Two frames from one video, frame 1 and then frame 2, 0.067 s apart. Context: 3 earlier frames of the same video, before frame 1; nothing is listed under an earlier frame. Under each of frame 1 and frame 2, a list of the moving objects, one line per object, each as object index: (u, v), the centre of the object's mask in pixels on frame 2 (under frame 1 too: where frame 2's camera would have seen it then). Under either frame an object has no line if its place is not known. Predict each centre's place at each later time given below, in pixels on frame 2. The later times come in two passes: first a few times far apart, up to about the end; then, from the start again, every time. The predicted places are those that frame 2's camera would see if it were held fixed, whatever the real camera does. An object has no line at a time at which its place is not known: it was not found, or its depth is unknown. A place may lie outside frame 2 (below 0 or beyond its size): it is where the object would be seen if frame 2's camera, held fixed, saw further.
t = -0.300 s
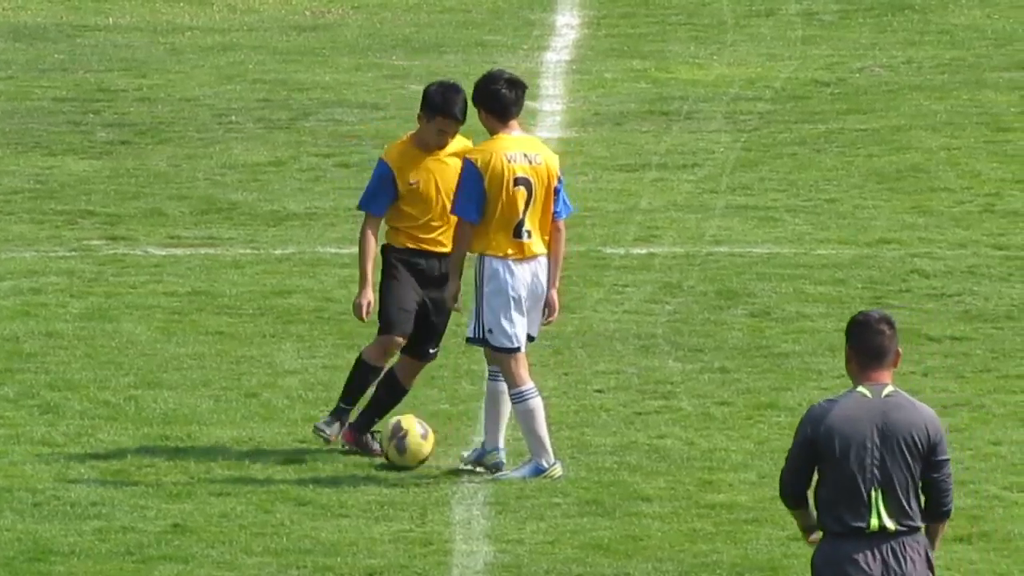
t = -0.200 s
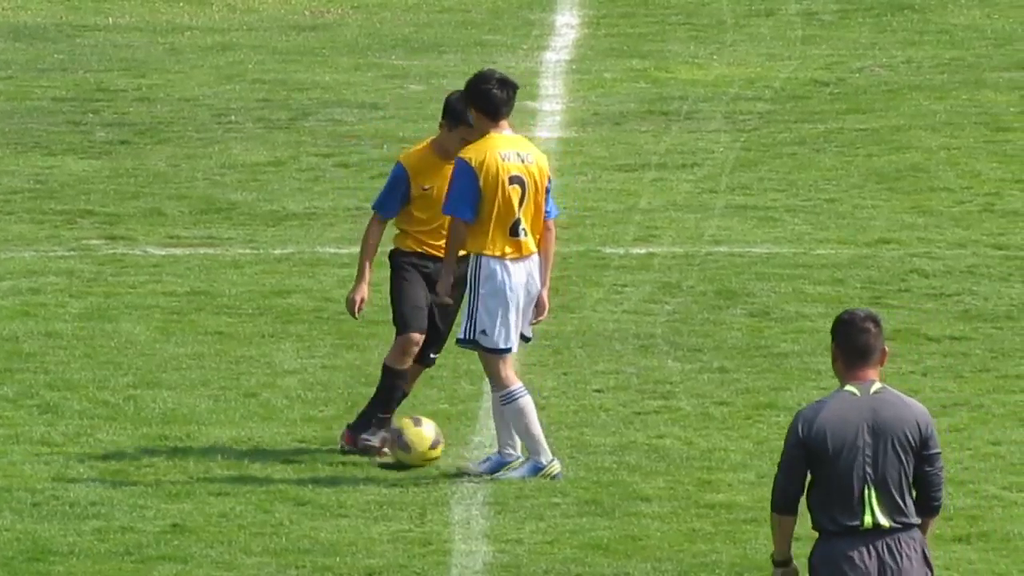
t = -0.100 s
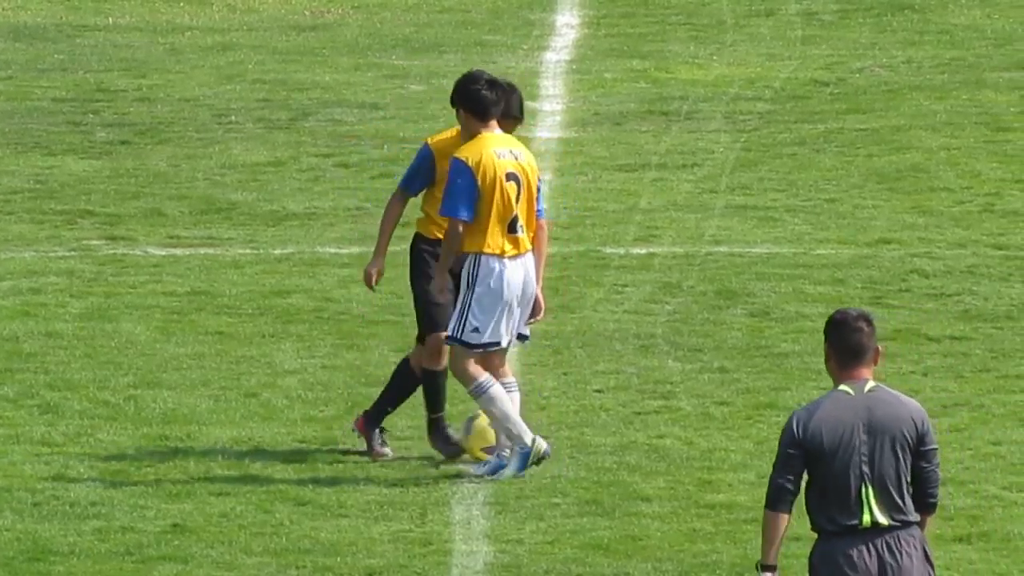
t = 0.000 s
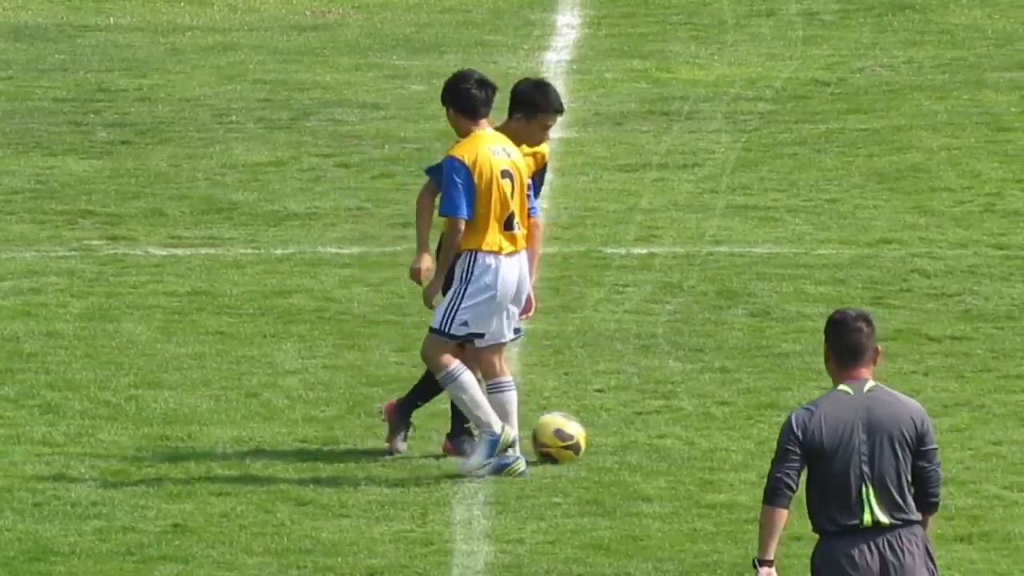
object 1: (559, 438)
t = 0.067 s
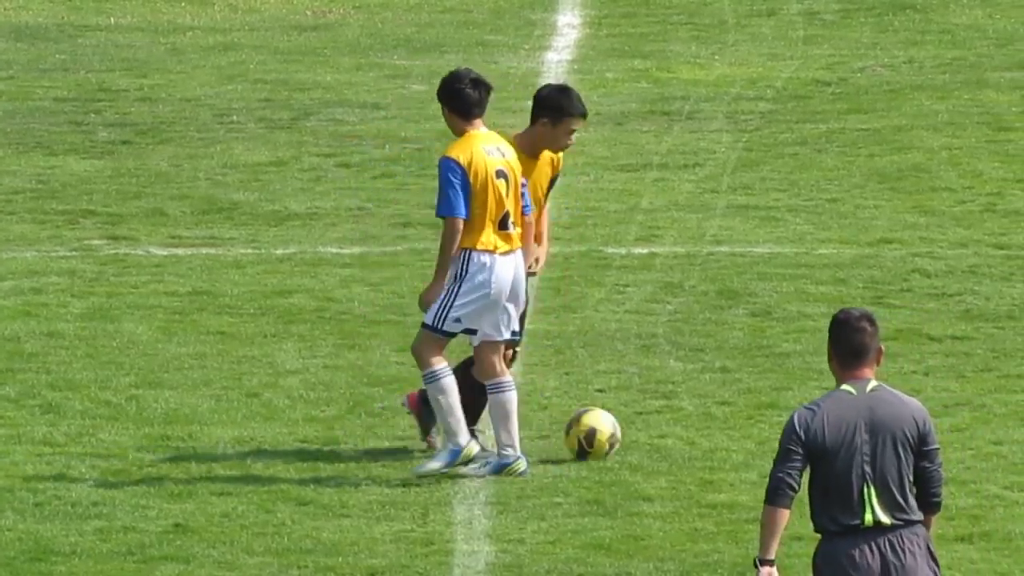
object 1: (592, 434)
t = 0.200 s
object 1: (660, 436)
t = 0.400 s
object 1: (753, 438)
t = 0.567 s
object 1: (824, 436)
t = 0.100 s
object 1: (609, 436)
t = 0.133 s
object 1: (625, 437)
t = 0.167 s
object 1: (643, 436)
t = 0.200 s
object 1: (660, 436)
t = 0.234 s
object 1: (676, 437)
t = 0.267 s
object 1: (692, 437)
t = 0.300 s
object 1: (708, 435)
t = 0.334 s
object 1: (723, 435)
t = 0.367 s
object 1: (738, 436)
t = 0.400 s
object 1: (753, 438)
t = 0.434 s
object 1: (768, 438)
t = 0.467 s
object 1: (782, 437)
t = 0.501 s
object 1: (796, 436)
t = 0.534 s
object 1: (810, 436)
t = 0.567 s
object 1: (824, 436)
